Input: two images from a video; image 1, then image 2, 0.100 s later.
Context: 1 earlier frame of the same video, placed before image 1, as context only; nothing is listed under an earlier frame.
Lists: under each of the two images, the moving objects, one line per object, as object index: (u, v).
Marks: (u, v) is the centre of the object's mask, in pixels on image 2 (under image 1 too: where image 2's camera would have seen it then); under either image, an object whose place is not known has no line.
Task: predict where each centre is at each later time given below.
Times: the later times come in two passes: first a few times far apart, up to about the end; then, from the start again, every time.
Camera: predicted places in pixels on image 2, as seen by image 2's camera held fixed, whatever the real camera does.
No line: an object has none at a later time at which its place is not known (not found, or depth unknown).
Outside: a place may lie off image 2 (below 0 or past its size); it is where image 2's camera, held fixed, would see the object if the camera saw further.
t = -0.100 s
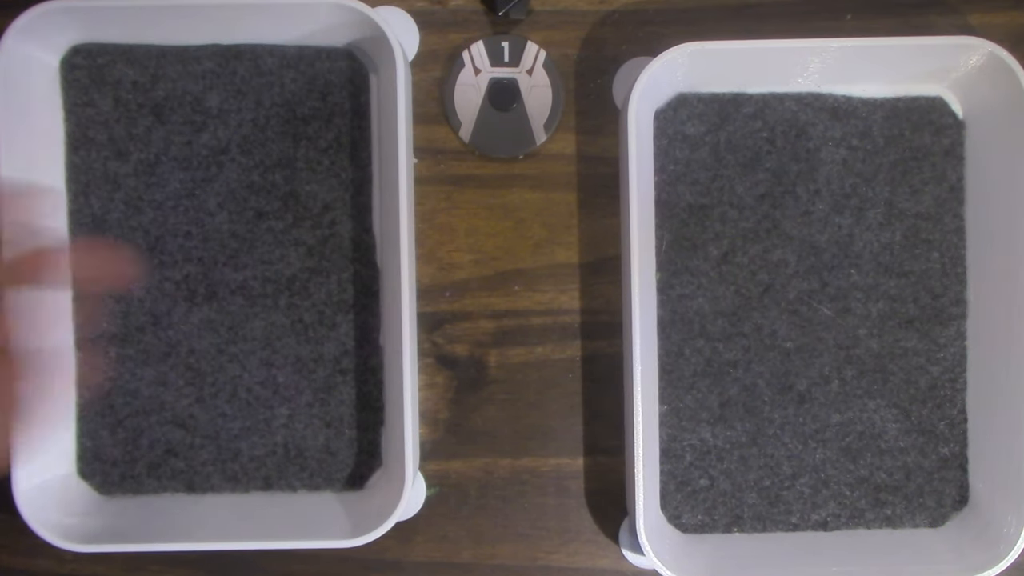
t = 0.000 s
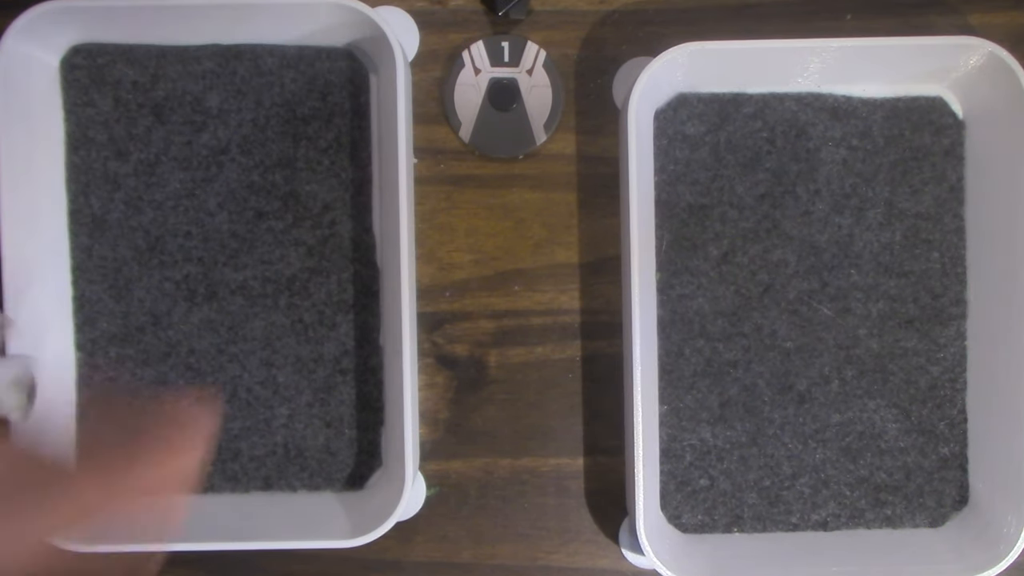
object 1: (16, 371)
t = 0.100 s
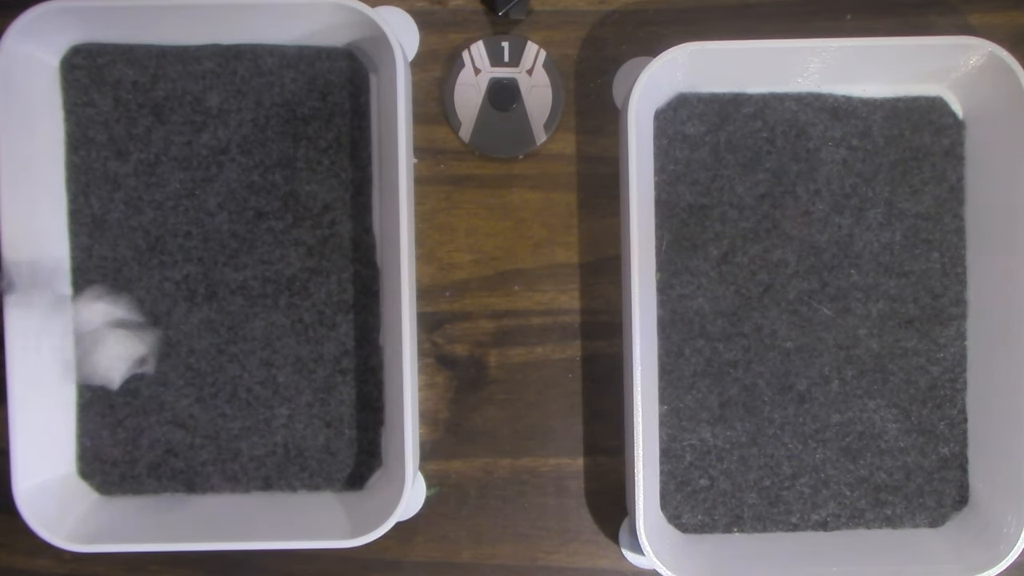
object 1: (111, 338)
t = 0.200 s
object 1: (116, 254)
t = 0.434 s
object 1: (82, 86)
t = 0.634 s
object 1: (76, 96)
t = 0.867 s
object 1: (76, 96)
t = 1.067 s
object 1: (76, 96)
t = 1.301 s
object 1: (76, 96)
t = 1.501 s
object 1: (76, 96)
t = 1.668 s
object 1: (76, 96)
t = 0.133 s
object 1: (151, 326)
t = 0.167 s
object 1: (127, 284)
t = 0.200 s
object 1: (116, 254)
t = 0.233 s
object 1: (114, 223)
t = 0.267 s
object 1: (120, 196)
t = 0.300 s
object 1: (114, 165)
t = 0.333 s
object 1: (92, 132)
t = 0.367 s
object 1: (81, 107)
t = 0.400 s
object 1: (83, 90)
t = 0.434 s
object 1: (82, 86)
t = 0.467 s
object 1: (78, 91)
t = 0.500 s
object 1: (76, 96)
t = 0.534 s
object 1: (76, 97)
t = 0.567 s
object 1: (76, 96)
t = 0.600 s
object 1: (76, 96)
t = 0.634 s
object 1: (76, 96)
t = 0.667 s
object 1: (76, 96)
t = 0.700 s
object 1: (76, 96)
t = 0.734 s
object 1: (76, 96)
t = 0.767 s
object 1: (76, 96)
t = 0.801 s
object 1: (76, 96)
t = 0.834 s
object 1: (76, 96)
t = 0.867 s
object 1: (76, 96)
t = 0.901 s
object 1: (76, 96)
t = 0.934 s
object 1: (76, 96)
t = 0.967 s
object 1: (76, 96)
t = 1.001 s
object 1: (76, 96)
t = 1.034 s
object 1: (76, 96)
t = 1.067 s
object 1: (76, 96)
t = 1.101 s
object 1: (76, 96)
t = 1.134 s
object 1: (76, 96)
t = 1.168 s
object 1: (76, 96)
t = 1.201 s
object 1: (76, 96)
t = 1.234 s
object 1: (76, 96)
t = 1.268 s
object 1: (76, 96)
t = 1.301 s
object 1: (76, 96)
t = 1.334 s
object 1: (76, 96)
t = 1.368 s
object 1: (76, 96)
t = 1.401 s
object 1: (76, 96)
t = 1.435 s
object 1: (76, 96)
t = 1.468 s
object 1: (76, 96)
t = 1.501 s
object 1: (76, 96)
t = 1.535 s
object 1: (76, 96)
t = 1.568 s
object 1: (76, 96)
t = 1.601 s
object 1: (76, 96)
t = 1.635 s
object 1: (76, 96)
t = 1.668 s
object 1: (76, 96)
